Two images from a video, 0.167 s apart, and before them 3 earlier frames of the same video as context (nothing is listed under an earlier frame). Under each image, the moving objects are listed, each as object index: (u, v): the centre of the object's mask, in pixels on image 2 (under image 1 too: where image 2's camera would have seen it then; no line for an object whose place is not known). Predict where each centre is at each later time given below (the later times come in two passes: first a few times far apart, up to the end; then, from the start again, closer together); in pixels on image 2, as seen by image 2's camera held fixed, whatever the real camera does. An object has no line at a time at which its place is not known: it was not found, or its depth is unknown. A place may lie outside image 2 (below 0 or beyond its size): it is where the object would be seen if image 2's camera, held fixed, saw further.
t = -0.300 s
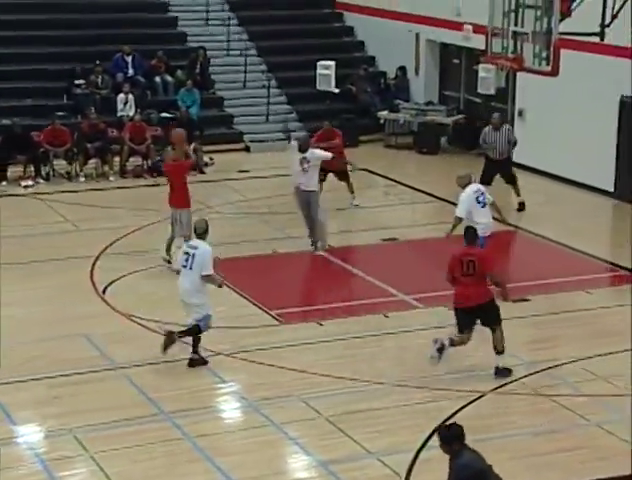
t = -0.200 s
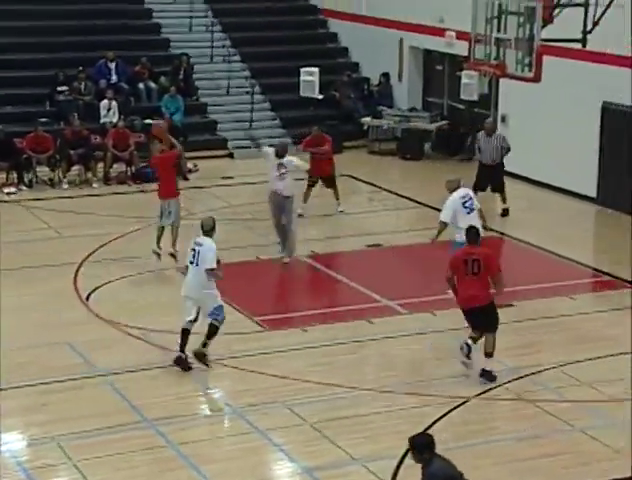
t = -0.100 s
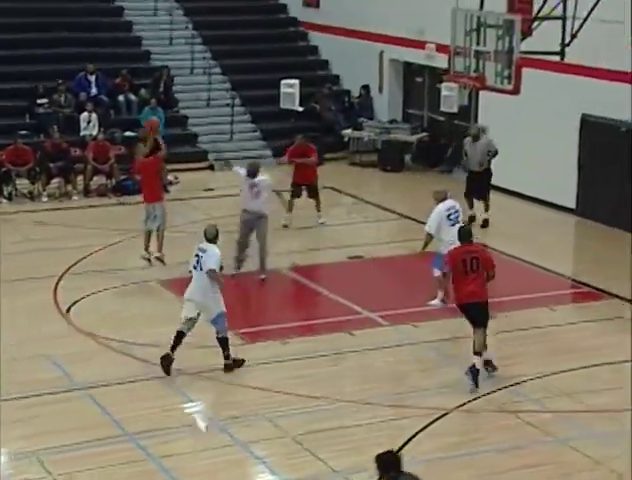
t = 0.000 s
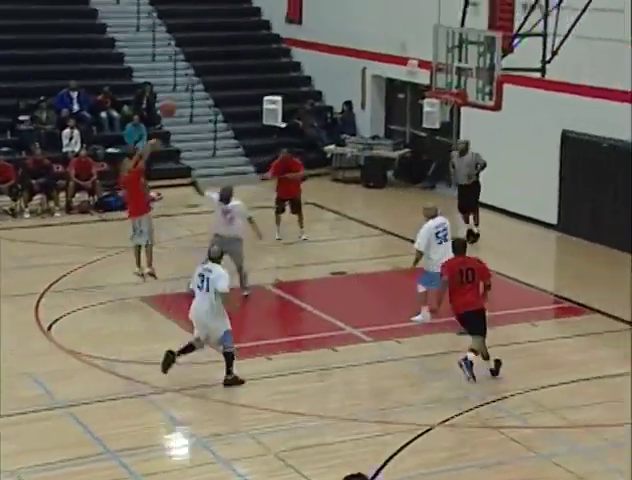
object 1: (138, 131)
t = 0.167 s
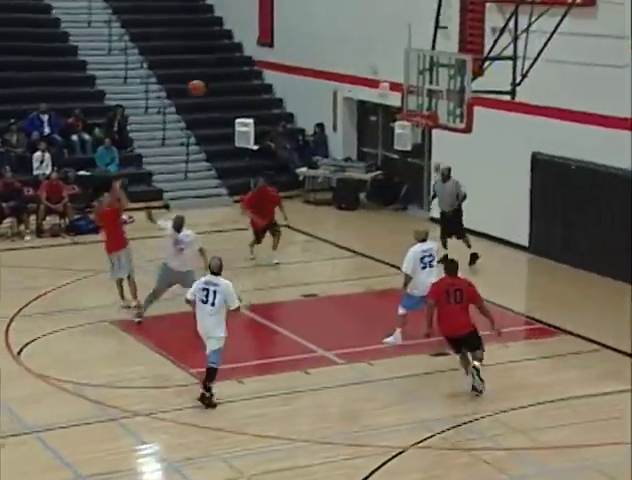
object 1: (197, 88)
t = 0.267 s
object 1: (230, 72)
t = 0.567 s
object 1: (328, 64)
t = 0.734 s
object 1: (380, 85)
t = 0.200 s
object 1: (207, 81)
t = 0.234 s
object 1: (218, 77)
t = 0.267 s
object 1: (230, 72)
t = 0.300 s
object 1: (242, 69)
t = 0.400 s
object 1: (275, 58)
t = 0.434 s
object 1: (286, 59)
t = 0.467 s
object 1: (296, 60)
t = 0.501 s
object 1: (307, 61)
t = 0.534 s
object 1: (317, 62)
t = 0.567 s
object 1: (328, 64)
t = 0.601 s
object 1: (338, 66)
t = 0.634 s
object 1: (349, 69)
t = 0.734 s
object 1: (380, 85)
